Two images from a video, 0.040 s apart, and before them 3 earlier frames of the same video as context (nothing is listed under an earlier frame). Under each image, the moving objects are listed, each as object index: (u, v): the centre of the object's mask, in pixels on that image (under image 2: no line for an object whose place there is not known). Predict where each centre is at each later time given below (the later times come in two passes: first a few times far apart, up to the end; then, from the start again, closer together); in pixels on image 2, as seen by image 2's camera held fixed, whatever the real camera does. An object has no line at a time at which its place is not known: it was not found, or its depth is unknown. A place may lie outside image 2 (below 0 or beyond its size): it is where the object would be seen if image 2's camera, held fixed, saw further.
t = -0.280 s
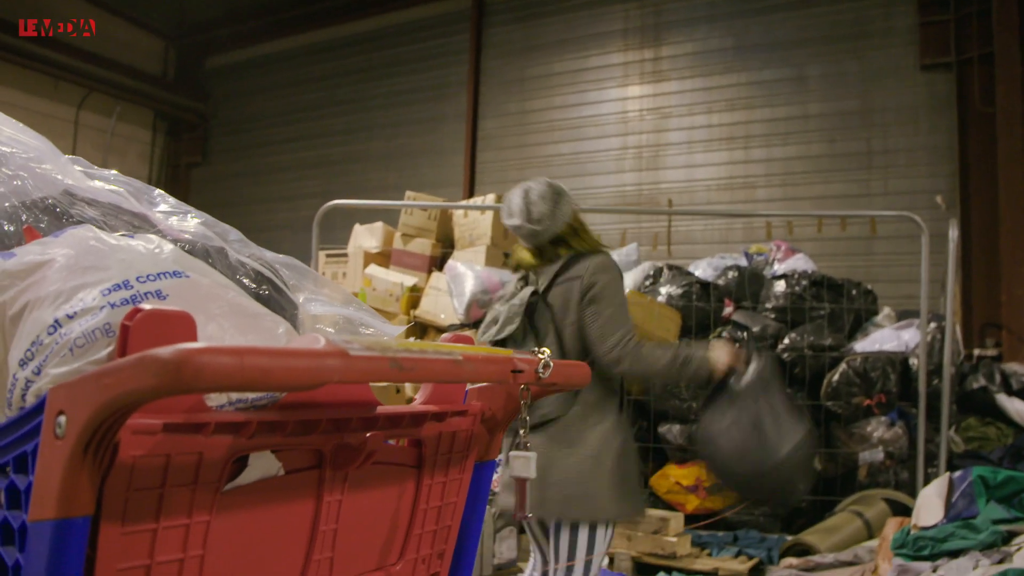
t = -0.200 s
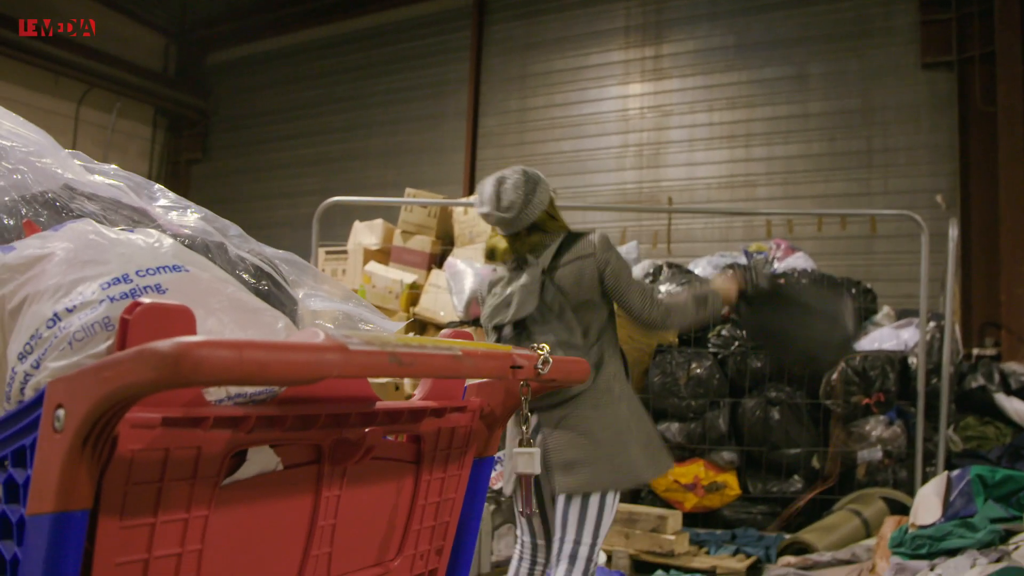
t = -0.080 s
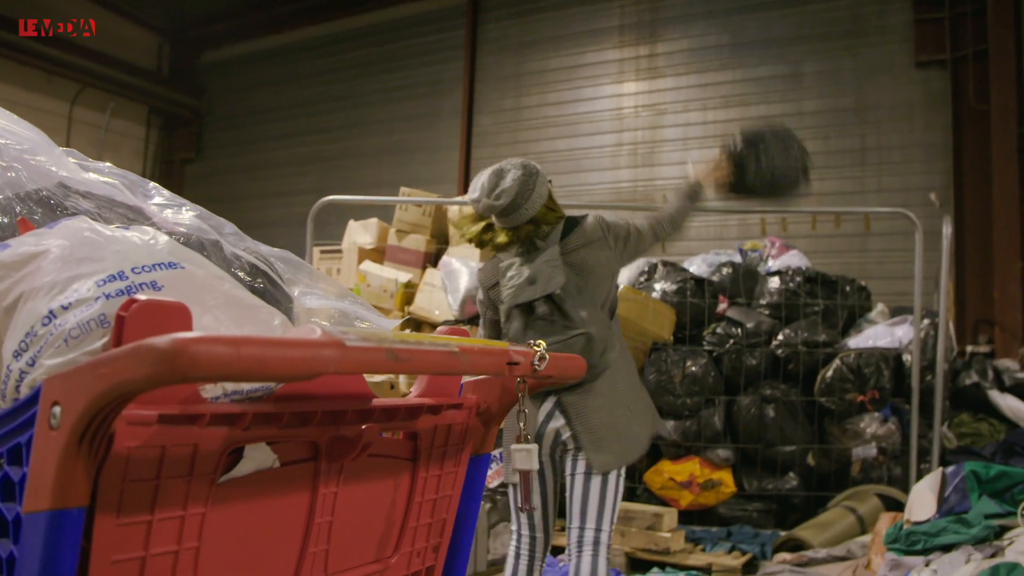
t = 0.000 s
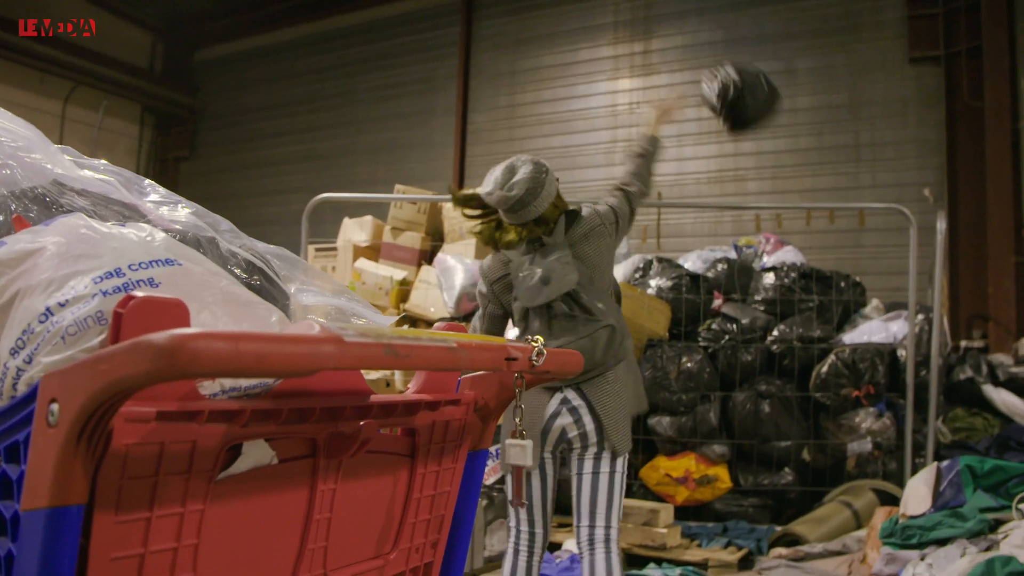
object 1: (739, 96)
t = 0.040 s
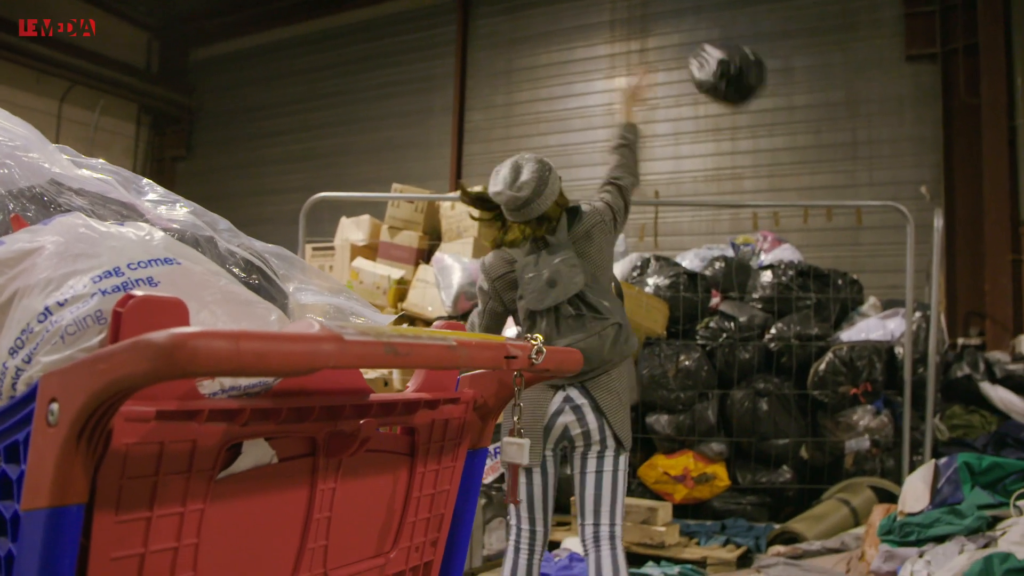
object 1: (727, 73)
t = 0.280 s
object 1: (687, 28)
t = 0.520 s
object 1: (652, 76)
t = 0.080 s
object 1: (720, 57)
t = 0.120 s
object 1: (714, 42)
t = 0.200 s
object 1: (701, 29)
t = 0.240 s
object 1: (694, 27)
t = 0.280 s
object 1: (687, 28)
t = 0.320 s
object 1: (682, 30)
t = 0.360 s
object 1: (675, 34)
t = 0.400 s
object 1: (669, 42)
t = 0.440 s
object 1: (663, 52)
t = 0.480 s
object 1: (658, 64)
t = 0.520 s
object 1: (652, 76)
